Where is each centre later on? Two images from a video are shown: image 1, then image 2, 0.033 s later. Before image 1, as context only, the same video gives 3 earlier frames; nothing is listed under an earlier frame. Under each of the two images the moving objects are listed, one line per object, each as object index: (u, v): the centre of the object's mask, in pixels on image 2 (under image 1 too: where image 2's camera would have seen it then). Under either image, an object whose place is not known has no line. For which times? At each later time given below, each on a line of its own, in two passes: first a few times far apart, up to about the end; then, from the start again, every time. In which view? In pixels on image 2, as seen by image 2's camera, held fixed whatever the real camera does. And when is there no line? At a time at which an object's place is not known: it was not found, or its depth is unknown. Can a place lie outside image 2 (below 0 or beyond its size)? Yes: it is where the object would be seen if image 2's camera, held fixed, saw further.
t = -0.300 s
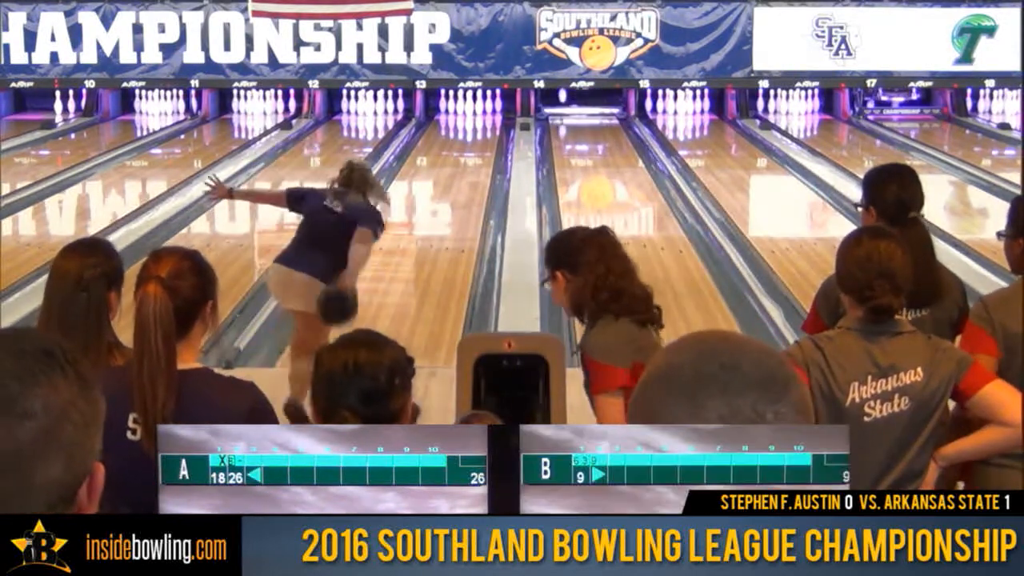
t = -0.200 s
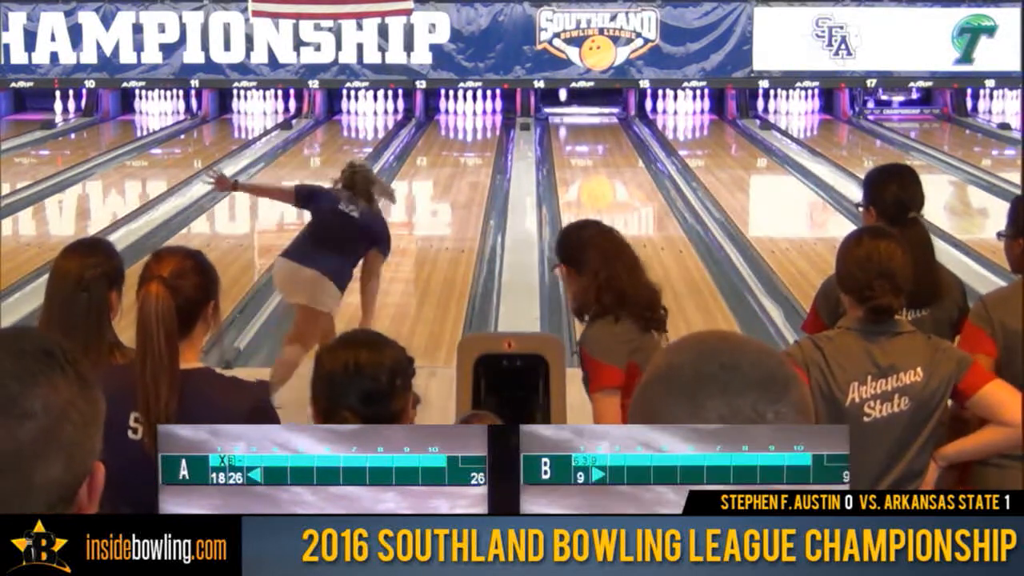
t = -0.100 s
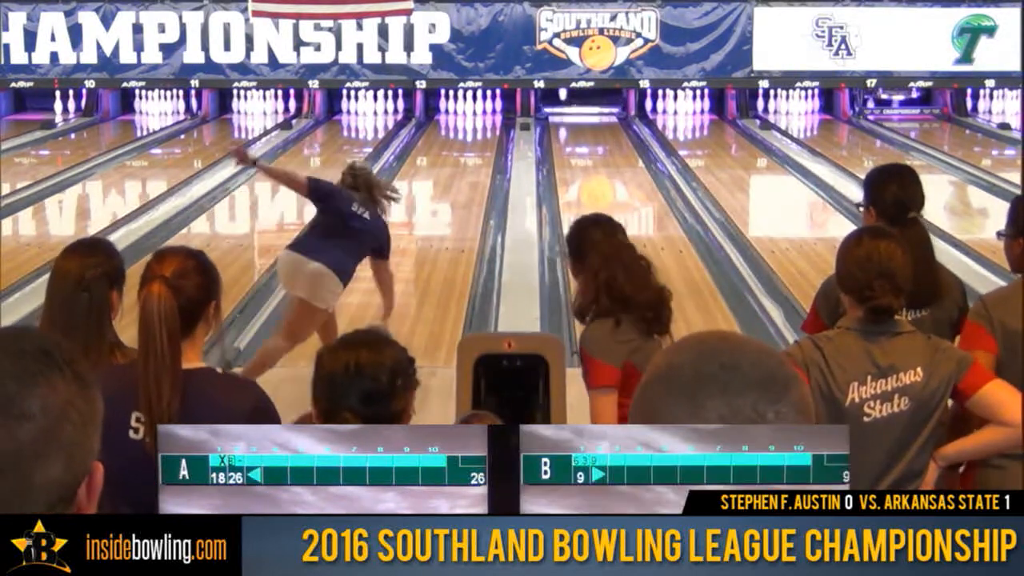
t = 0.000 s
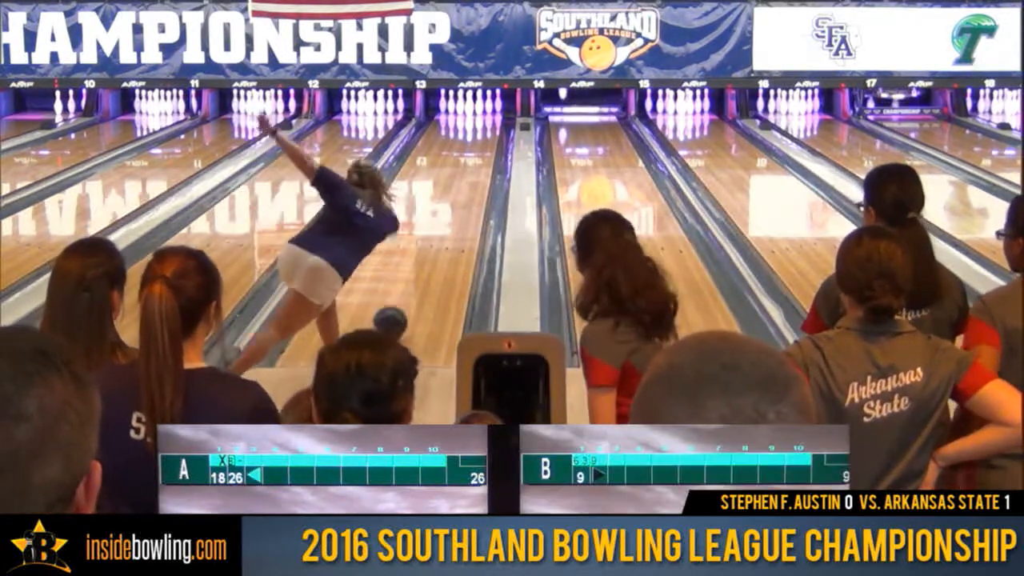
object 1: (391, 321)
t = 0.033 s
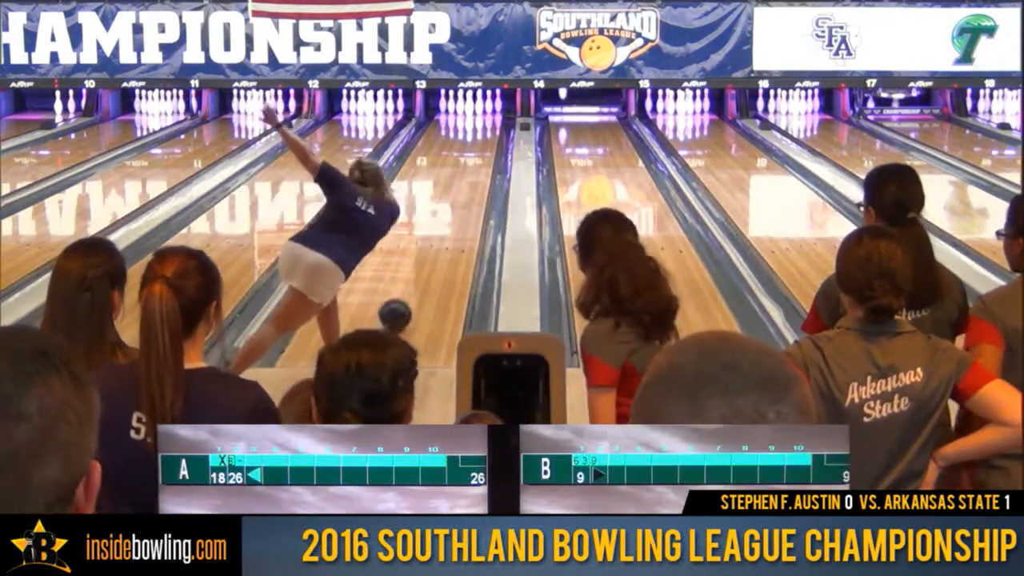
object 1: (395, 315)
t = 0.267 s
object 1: (422, 267)
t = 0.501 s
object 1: (442, 232)
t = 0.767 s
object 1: (459, 201)
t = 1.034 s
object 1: (471, 177)
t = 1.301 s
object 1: (480, 158)
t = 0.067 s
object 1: (399, 307)
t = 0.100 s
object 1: (404, 300)
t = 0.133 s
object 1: (407, 293)
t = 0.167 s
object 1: (412, 286)
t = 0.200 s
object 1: (415, 279)
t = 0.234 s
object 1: (419, 273)
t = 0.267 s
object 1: (422, 267)
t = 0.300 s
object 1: (425, 261)
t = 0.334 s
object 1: (429, 256)
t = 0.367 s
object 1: (432, 250)
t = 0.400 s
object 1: (434, 246)
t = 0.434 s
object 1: (437, 241)
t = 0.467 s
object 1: (440, 237)
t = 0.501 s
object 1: (442, 232)
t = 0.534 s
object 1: (445, 228)
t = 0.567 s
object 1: (447, 224)
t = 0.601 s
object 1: (449, 220)
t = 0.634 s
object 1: (452, 216)
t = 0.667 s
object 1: (454, 212)
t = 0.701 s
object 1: (456, 208)
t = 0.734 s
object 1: (458, 205)
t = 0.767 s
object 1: (459, 201)
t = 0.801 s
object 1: (461, 198)
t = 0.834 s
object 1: (463, 195)
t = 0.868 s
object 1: (464, 192)
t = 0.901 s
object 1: (466, 188)
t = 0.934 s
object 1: (467, 186)
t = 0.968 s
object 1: (469, 182)
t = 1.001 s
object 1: (470, 180)
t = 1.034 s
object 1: (471, 177)
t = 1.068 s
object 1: (472, 174)
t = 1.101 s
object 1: (474, 172)
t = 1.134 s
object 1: (475, 169)
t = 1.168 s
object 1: (476, 167)
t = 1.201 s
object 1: (477, 165)
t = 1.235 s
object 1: (478, 162)
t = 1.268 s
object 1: (479, 160)
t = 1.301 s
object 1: (480, 158)
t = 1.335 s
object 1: (481, 156)
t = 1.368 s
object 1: (482, 154)
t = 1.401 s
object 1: (483, 151)
